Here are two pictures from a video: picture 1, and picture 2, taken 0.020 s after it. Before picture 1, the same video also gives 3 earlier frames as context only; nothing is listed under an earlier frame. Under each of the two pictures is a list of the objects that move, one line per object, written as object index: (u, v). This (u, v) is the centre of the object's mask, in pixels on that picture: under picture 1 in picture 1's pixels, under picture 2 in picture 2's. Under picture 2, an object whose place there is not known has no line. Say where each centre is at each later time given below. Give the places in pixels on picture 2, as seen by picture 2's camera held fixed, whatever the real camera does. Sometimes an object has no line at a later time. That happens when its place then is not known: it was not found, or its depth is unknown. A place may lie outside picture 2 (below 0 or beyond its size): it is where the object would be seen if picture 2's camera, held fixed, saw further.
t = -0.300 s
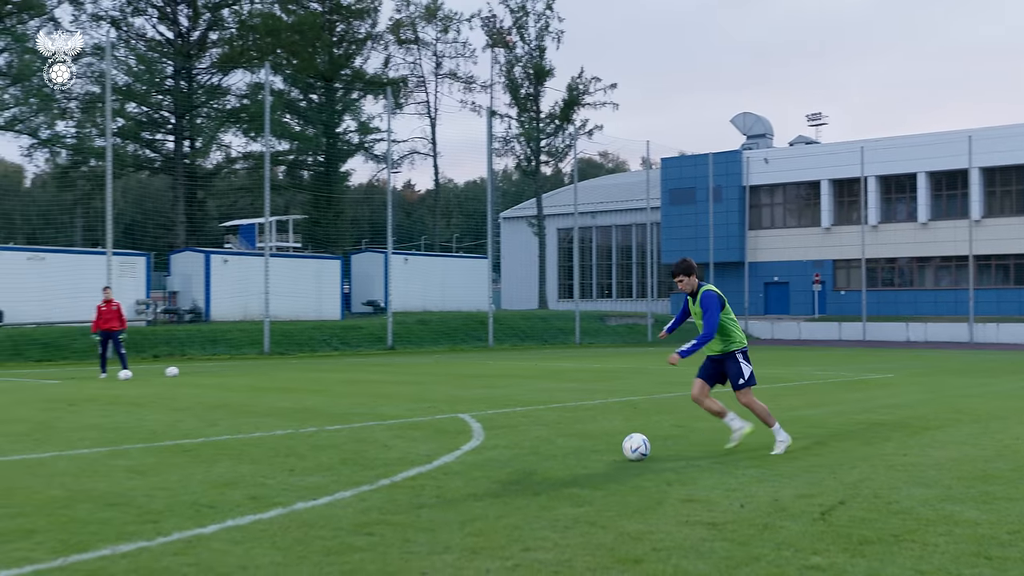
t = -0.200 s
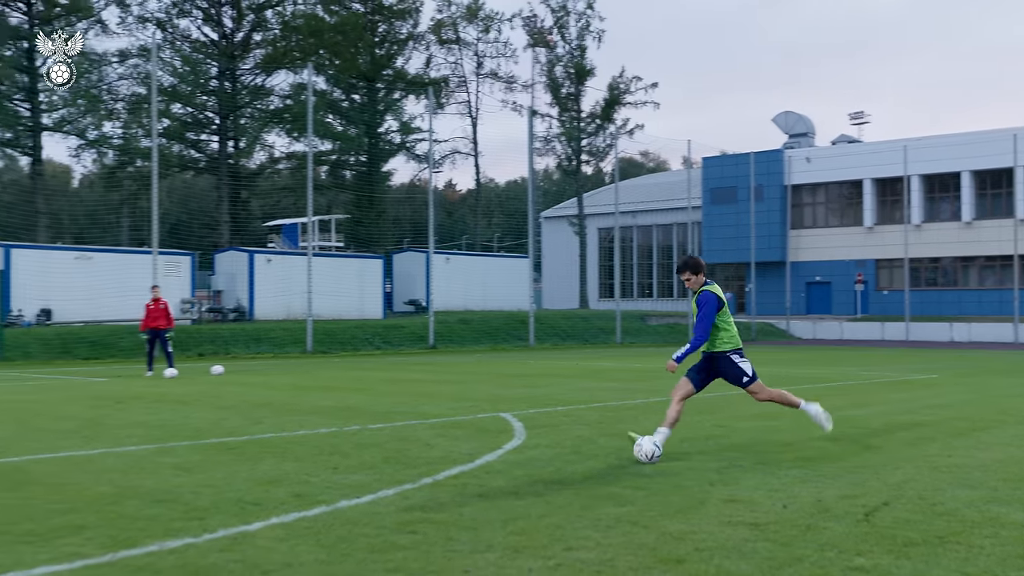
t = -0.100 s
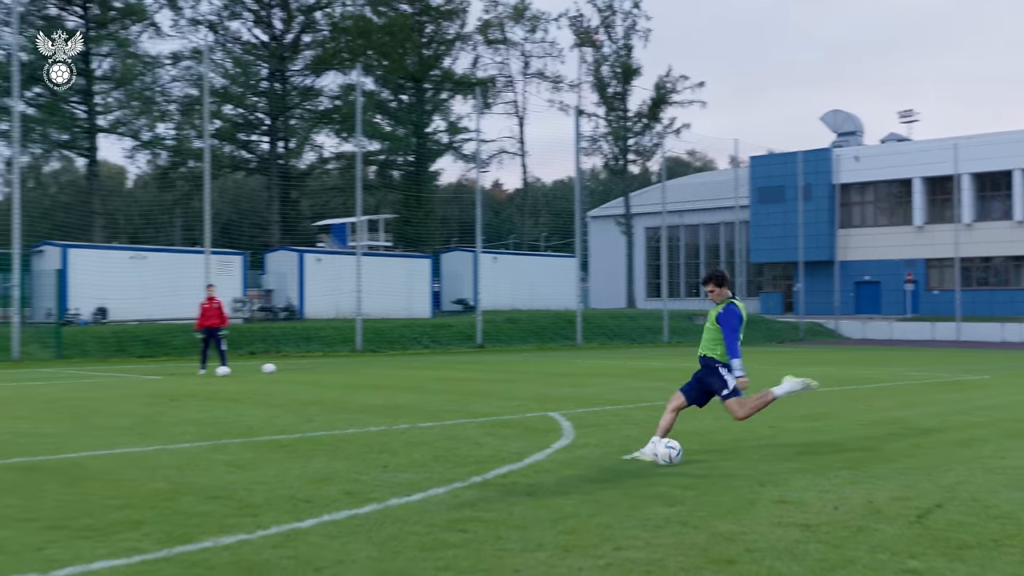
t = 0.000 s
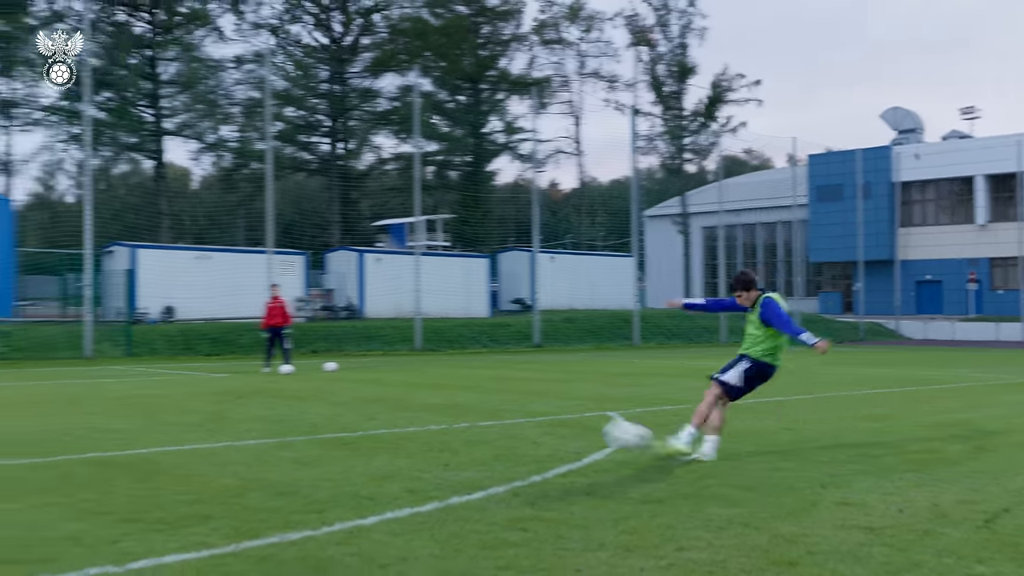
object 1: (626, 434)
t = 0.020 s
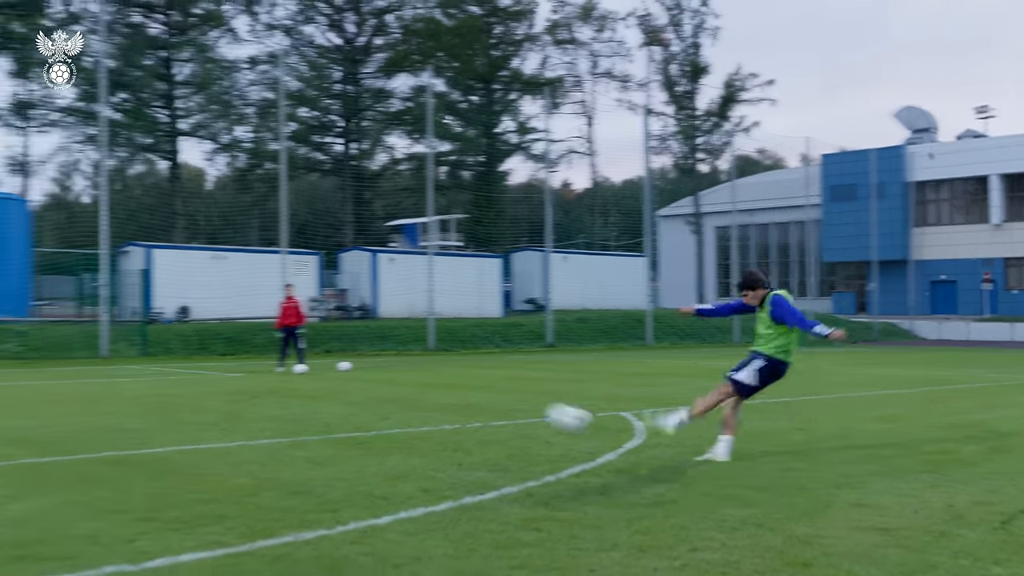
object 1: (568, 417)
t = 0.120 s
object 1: (249, 351)
